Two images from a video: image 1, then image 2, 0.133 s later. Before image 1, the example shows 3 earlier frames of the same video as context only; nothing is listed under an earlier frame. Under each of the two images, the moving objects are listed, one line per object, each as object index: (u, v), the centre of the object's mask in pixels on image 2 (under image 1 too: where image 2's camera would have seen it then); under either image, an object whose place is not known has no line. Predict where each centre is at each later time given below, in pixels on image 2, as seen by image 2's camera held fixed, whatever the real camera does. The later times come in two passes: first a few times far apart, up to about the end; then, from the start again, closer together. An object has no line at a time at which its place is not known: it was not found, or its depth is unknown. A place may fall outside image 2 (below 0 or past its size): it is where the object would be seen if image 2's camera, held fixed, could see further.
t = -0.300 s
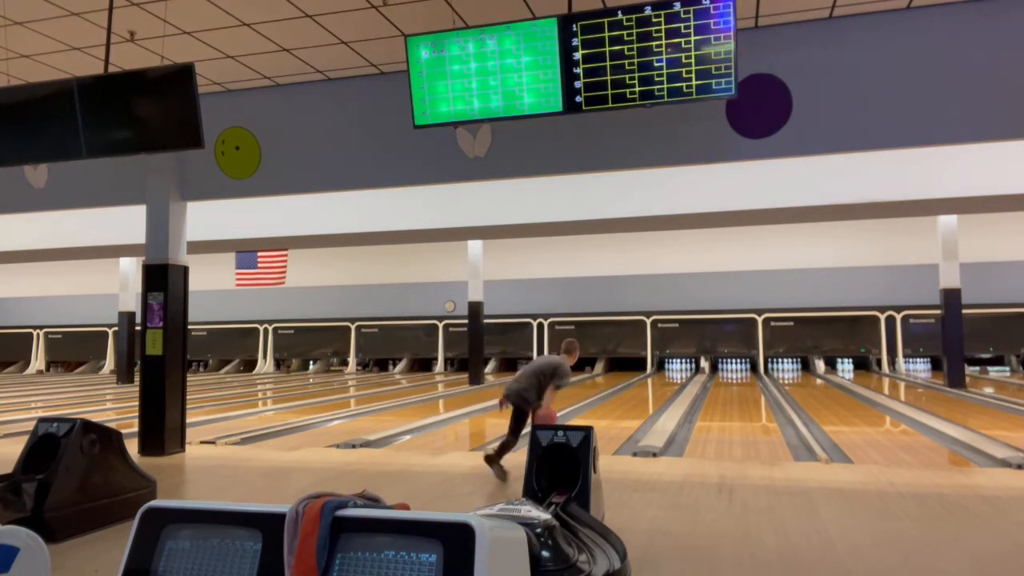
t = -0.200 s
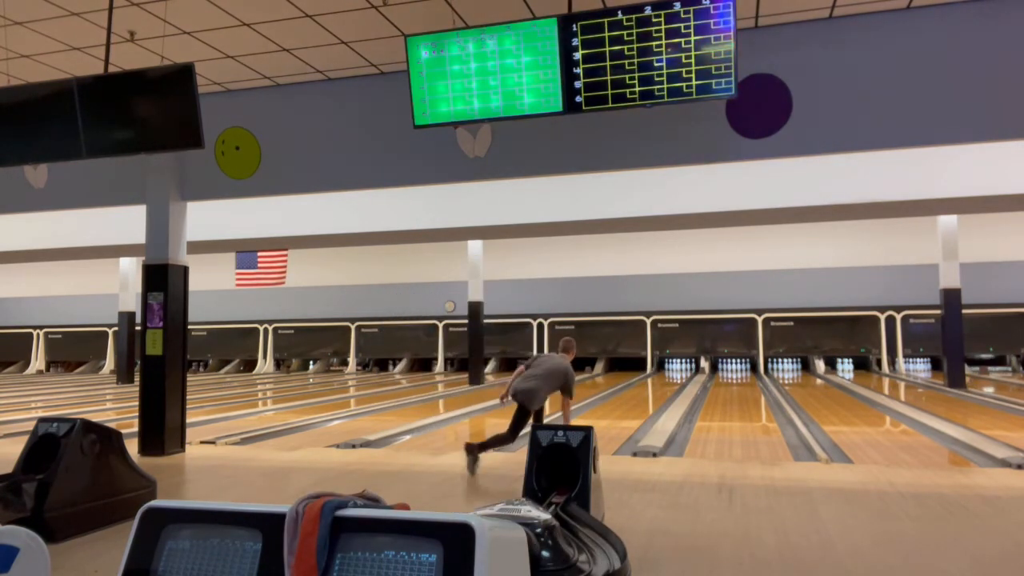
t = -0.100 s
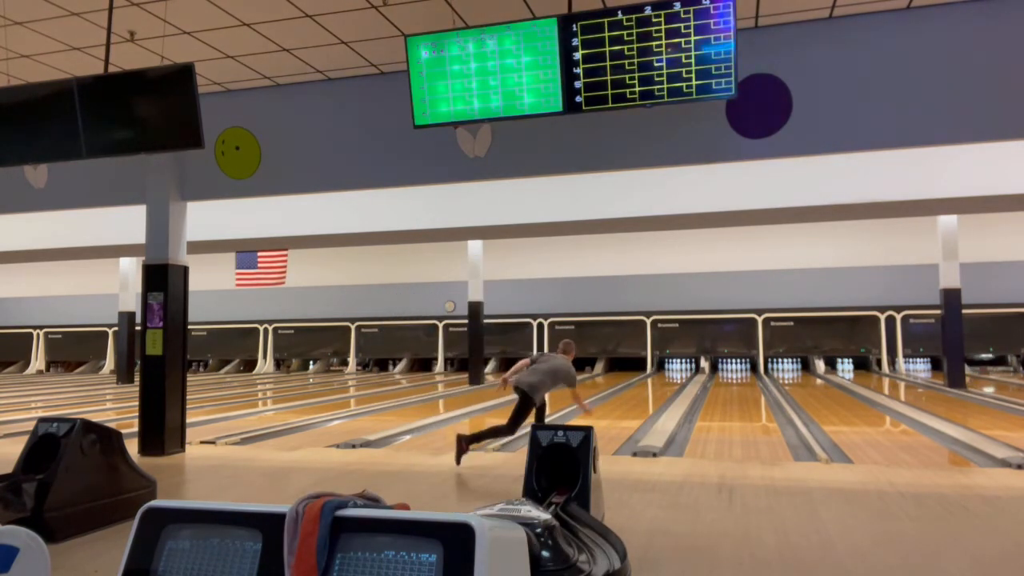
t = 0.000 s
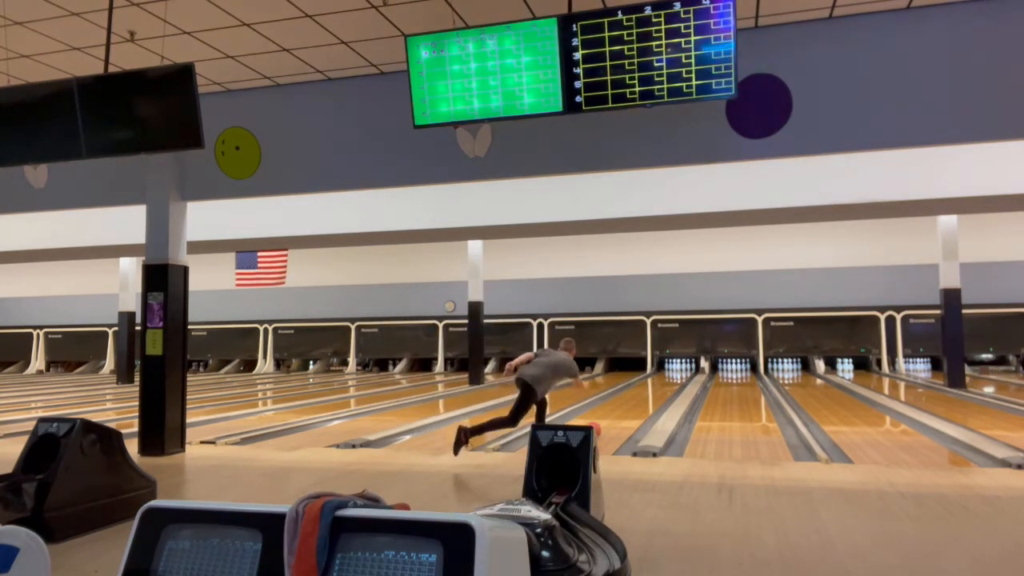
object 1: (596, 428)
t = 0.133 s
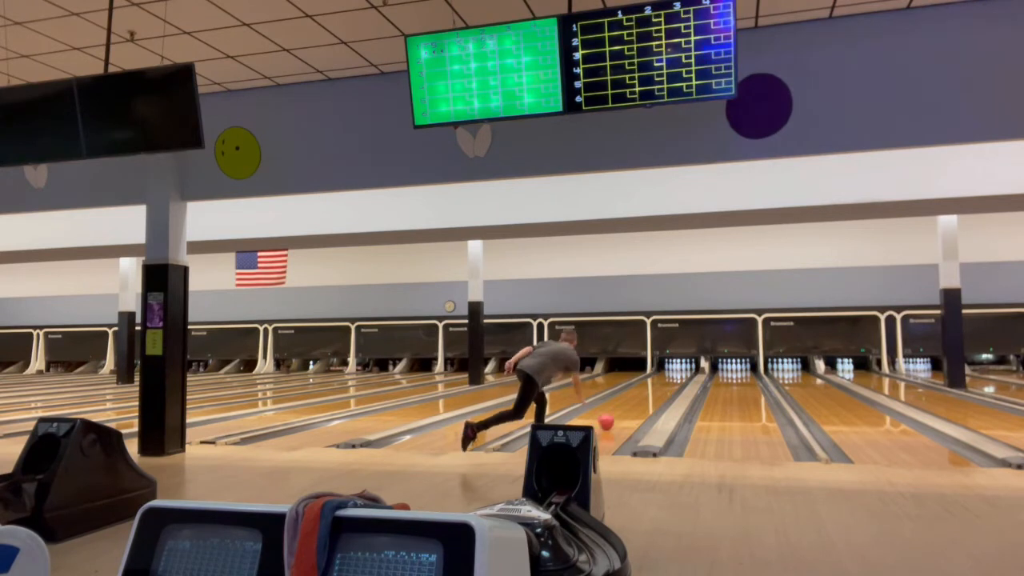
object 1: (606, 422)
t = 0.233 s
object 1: (615, 416)
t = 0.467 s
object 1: (631, 405)
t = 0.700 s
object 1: (643, 397)
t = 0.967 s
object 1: (654, 389)
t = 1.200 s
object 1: (661, 384)
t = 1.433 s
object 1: (667, 380)
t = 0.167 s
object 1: (609, 419)
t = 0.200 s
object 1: (612, 418)
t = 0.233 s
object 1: (615, 416)
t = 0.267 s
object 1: (617, 414)
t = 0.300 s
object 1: (620, 412)
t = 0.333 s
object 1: (622, 410)
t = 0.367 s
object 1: (625, 409)
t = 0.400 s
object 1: (627, 408)
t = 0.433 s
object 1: (629, 406)
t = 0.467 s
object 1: (631, 405)
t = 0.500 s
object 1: (632, 403)
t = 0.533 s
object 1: (635, 402)
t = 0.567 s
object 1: (637, 401)
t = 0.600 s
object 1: (639, 400)
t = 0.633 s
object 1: (641, 399)
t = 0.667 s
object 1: (642, 398)
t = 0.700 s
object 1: (643, 397)
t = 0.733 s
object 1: (645, 396)
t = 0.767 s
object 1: (647, 395)
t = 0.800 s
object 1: (647, 394)
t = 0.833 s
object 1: (649, 393)
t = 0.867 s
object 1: (650, 392)
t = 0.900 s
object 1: (651, 390)
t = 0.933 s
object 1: (653, 390)
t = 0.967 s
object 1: (654, 389)
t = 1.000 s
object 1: (655, 388)
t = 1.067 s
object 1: (657, 387)
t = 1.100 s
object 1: (658, 386)
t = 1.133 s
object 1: (660, 386)
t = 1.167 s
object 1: (661, 385)
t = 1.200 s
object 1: (661, 384)
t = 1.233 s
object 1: (662, 383)
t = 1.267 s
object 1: (662, 383)
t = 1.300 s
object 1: (663, 382)
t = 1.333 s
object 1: (664, 381)
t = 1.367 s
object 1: (665, 381)
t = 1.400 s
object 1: (666, 381)
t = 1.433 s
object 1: (667, 380)
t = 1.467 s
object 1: (667, 379)
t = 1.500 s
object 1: (668, 378)
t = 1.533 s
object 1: (668, 378)
